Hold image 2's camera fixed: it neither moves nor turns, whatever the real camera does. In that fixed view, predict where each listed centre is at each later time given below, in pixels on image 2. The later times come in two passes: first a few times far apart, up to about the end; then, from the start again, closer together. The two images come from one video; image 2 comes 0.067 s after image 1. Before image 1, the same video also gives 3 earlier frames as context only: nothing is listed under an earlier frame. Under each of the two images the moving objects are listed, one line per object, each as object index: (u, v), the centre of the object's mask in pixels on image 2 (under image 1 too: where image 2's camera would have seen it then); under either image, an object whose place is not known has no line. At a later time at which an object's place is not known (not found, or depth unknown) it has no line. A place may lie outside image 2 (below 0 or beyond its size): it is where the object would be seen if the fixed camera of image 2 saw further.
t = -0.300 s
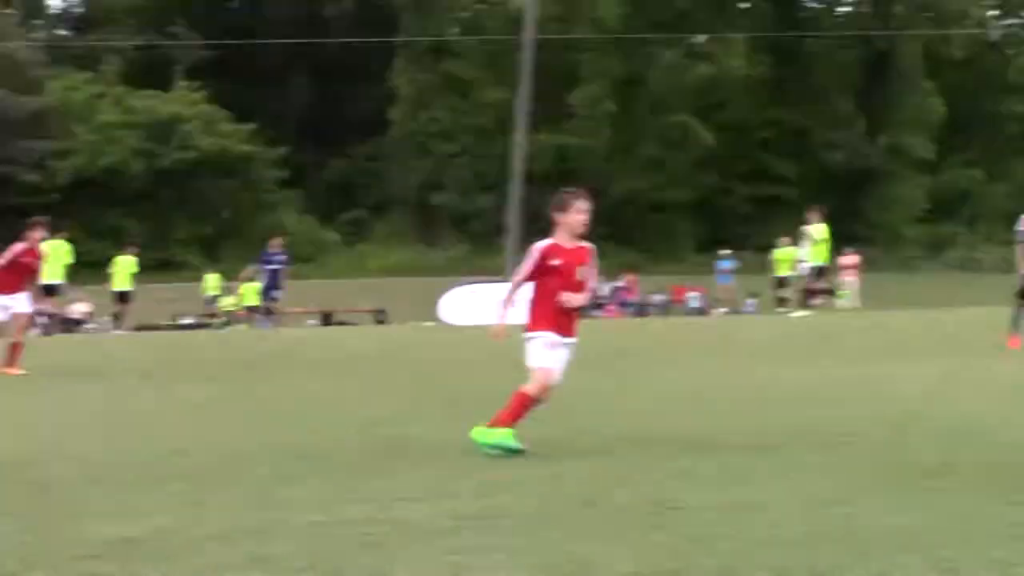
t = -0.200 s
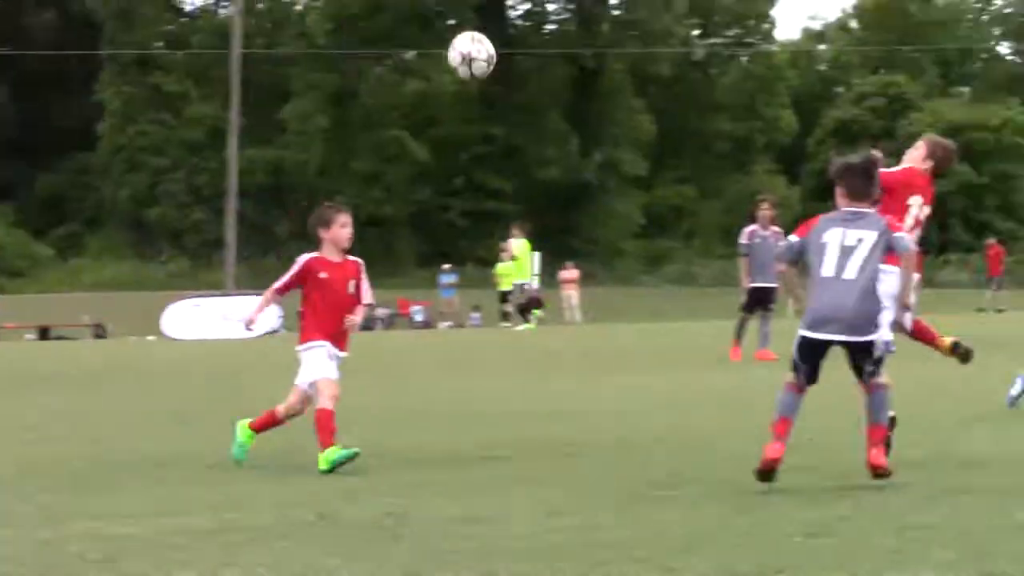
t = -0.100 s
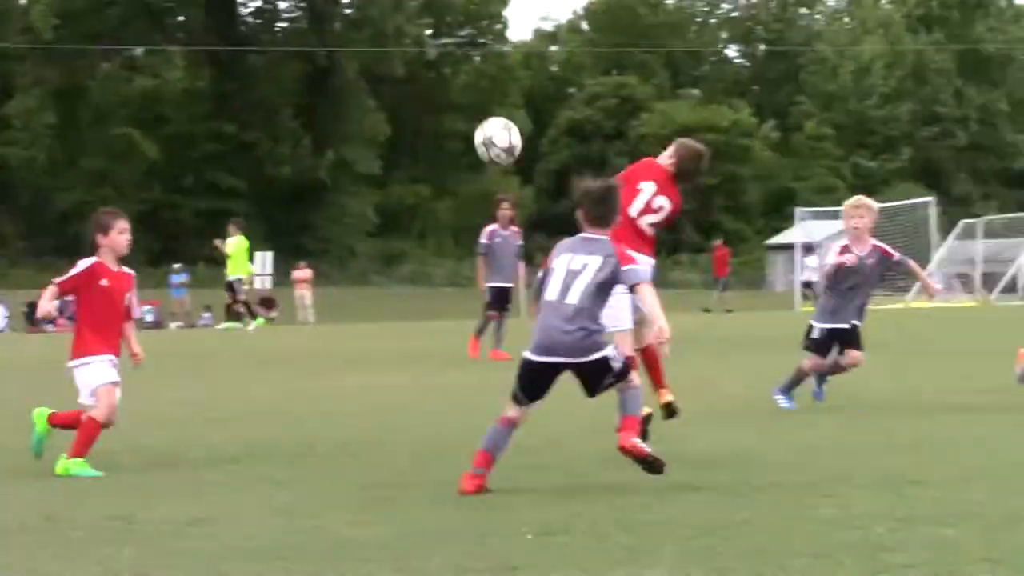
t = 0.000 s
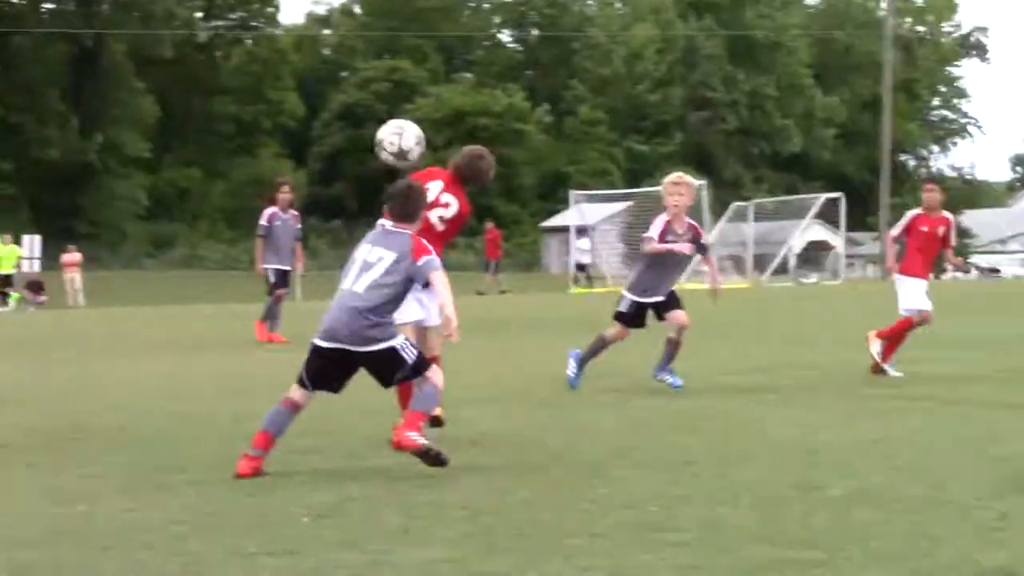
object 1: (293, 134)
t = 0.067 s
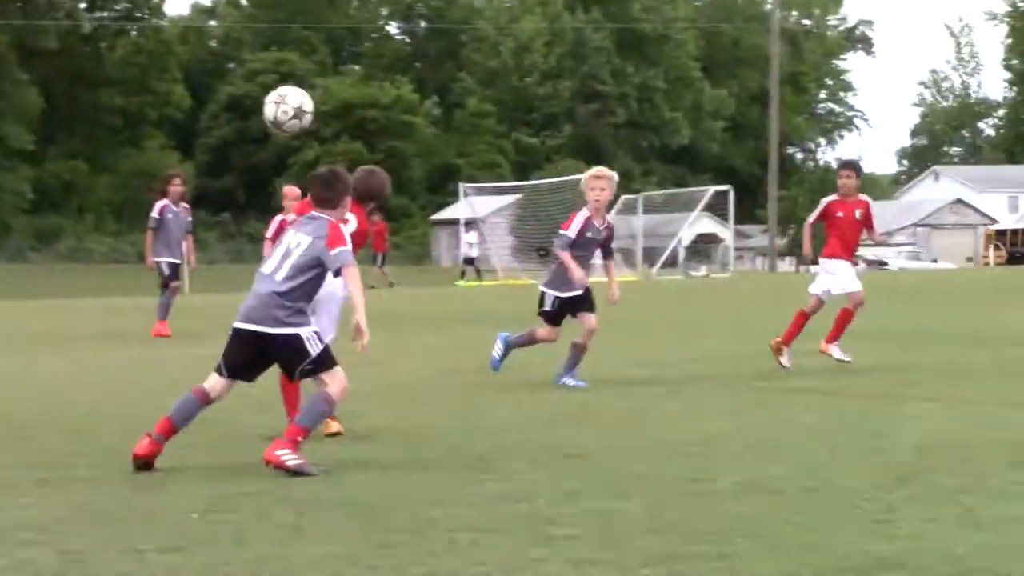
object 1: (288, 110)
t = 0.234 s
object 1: (285, 92)
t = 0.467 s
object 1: (296, 189)
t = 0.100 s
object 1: (287, 101)
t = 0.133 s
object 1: (286, 95)
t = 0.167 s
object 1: (286, 92)
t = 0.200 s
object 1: (286, 91)
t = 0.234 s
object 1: (285, 92)
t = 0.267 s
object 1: (286, 96)
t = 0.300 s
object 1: (287, 104)
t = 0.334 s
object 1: (288, 114)
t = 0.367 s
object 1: (291, 128)
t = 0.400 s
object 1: (293, 145)
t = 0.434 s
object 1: (295, 166)
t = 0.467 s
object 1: (296, 189)
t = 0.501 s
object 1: (300, 217)
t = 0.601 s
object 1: (307, 327)
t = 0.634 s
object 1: (310, 372)
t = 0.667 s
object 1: (313, 422)
